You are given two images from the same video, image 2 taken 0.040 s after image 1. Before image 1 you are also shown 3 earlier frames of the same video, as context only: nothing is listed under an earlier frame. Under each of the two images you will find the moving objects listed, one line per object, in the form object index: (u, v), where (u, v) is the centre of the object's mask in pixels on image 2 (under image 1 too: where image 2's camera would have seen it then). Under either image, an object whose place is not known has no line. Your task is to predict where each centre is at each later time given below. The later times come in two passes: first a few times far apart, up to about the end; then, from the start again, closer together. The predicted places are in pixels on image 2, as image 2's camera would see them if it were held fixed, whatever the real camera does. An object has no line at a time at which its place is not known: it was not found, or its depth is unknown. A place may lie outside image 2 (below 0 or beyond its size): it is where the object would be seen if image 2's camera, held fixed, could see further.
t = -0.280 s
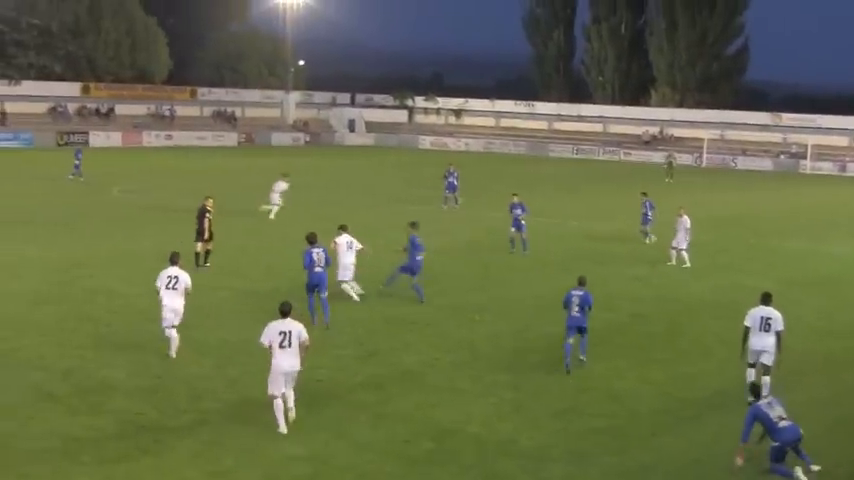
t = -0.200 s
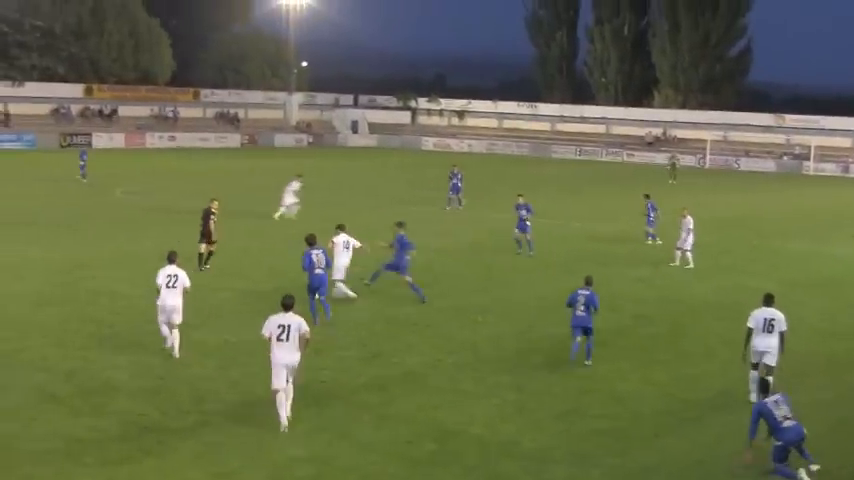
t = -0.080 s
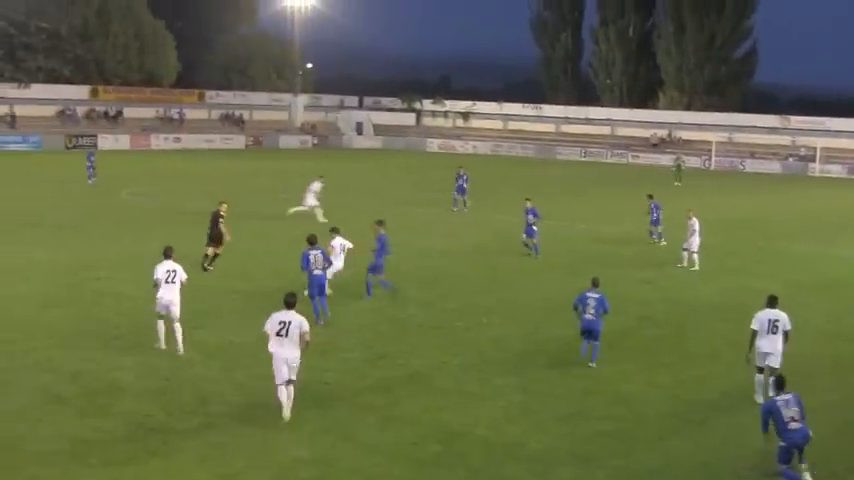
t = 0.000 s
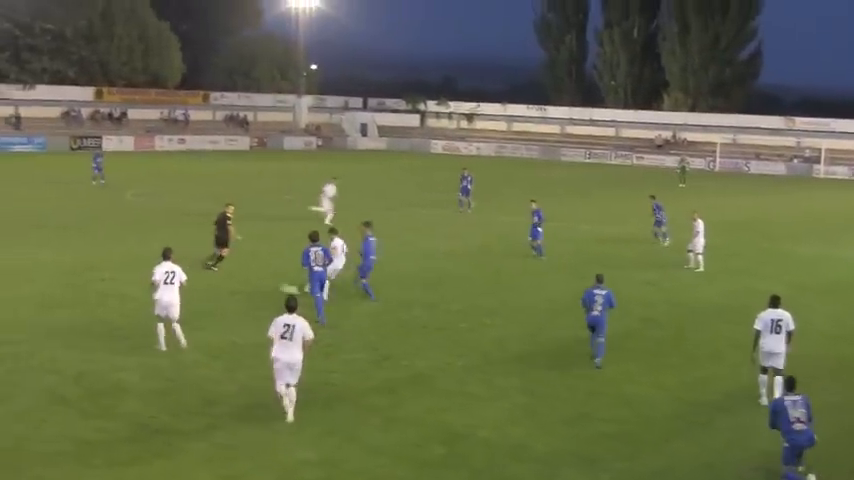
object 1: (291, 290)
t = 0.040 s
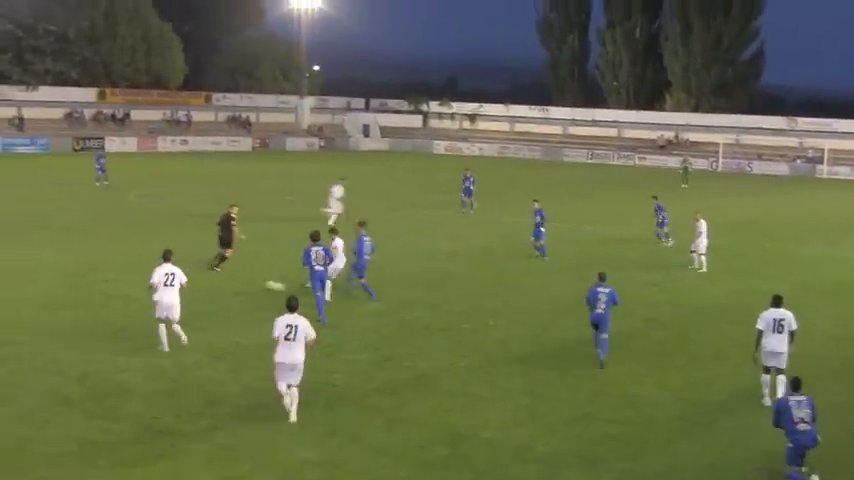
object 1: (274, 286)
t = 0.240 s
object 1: (197, 267)
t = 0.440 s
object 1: (135, 253)
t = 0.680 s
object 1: (78, 242)
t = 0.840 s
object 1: (46, 236)
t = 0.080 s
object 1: (257, 282)
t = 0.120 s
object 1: (240, 278)
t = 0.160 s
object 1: (226, 274)
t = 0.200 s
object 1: (212, 271)
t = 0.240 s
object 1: (197, 267)
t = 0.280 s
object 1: (184, 265)
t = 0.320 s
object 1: (172, 262)
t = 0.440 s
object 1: (135, 253)
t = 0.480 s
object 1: (125, 252)
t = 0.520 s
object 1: (114, 249)
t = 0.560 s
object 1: (105, 247)
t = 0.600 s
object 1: (97, 245)
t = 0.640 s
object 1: (87, 244)
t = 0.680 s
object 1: (78, 242)
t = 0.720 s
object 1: (70, 240)
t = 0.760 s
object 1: (62, 238)
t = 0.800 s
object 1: (54, 237)
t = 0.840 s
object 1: (46, 236)
